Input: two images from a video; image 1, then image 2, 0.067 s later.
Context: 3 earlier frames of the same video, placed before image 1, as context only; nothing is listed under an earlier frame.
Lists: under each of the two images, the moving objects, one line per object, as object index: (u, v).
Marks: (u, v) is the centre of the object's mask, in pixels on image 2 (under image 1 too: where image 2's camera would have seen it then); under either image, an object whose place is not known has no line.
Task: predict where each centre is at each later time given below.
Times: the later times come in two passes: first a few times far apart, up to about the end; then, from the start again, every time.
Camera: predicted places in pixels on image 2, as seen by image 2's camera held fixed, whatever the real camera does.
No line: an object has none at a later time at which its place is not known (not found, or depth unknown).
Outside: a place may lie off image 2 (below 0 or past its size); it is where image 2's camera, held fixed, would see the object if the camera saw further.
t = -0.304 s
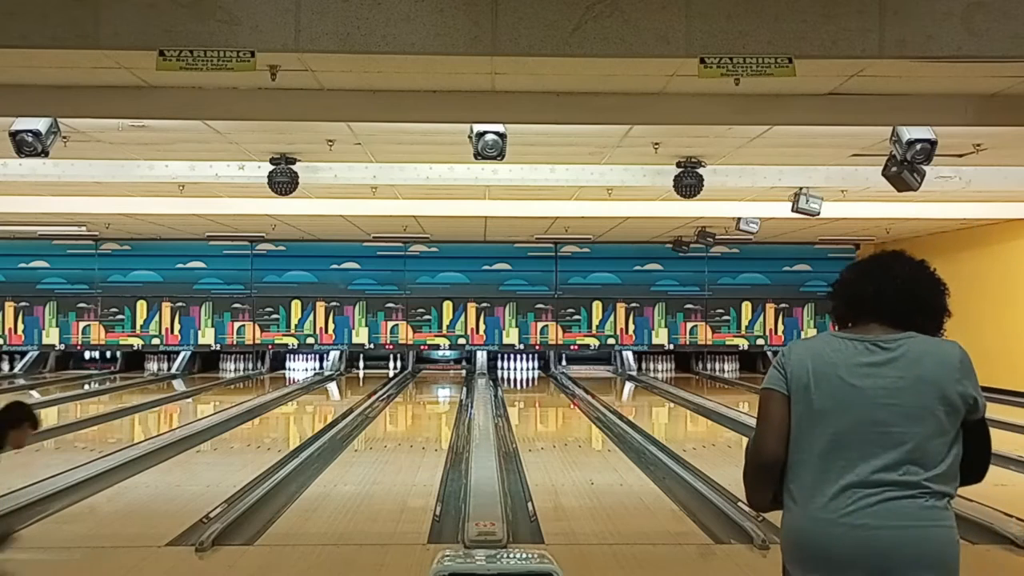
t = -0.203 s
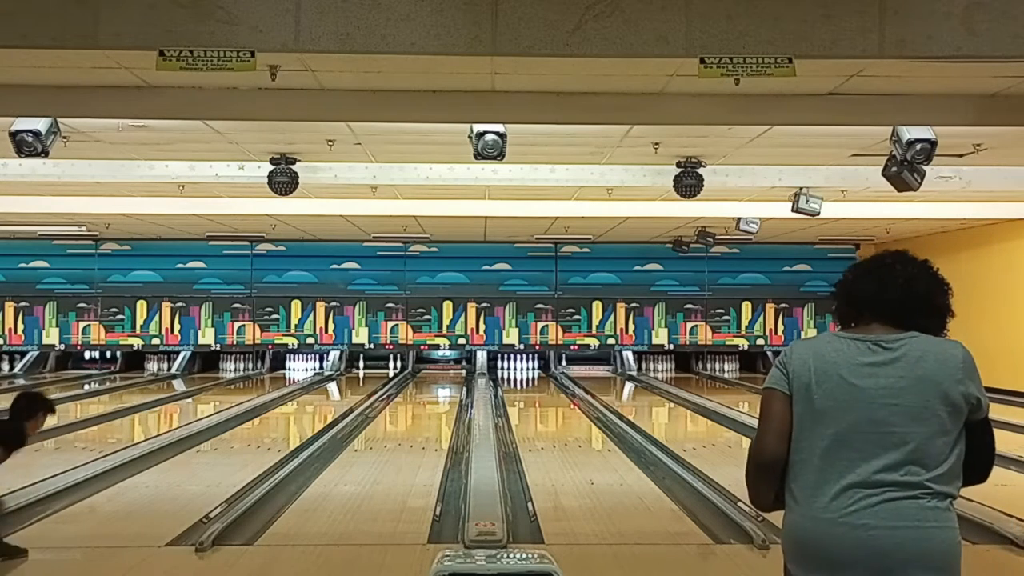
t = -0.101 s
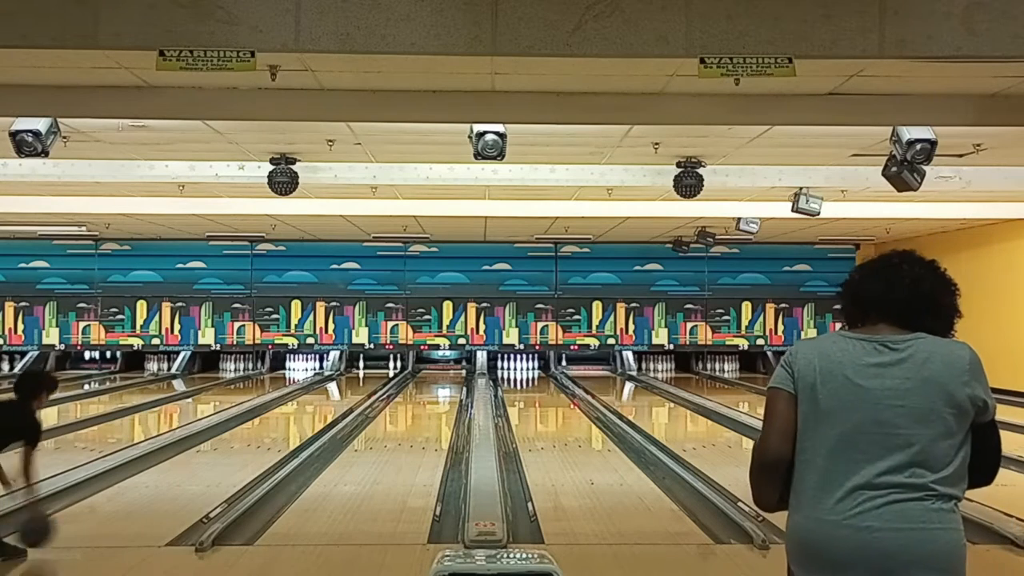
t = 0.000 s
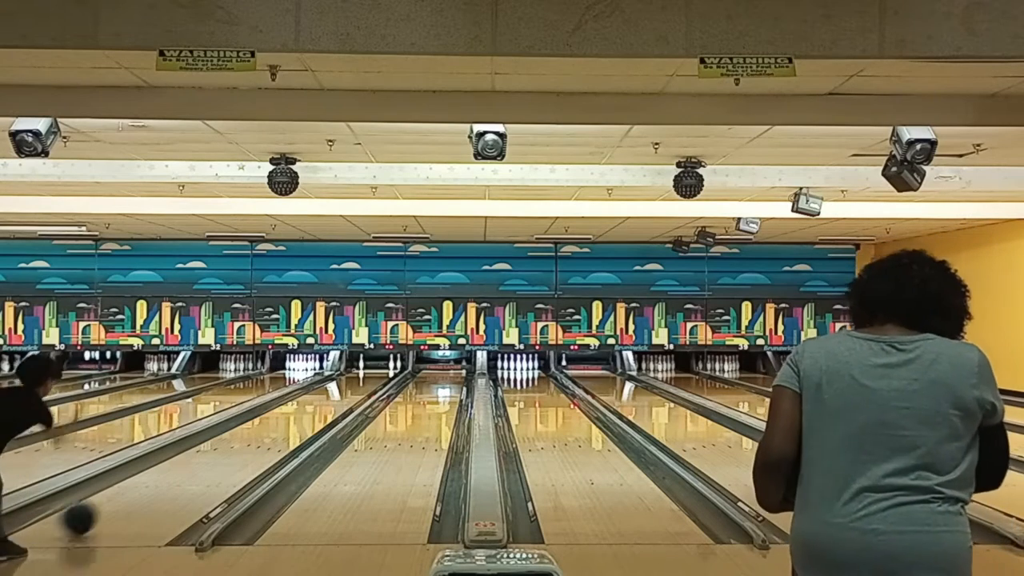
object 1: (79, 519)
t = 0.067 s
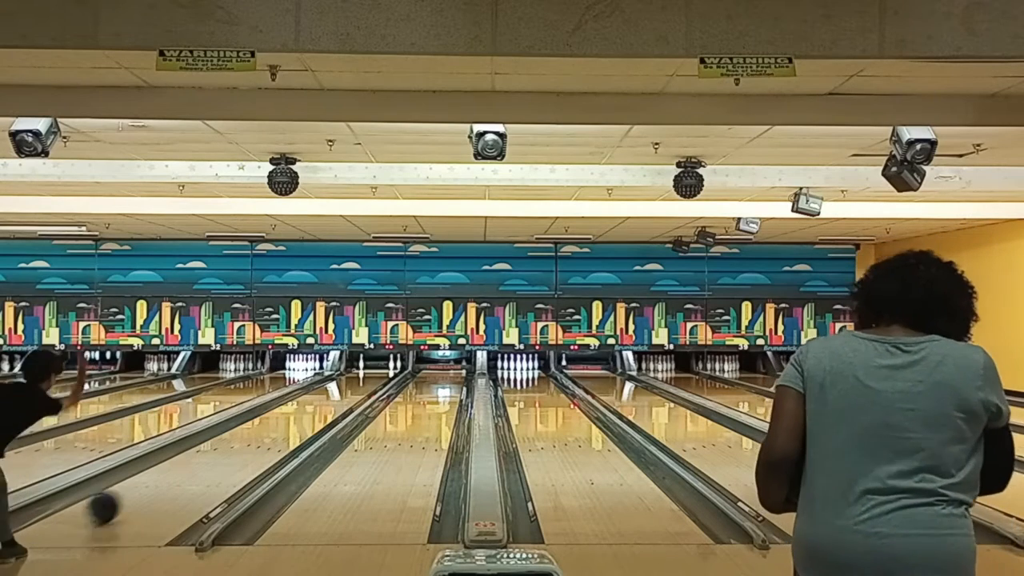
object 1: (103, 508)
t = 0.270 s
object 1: (163, 478)
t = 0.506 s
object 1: (213, 455)
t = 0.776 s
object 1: (254, 435)
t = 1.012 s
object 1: (281, 420)
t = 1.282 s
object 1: (305, 409)
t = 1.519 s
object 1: (321, 401)
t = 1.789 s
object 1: (337, 392)
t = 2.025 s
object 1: (348, 386)
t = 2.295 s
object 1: (358, 381)
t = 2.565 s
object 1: (366, 377)
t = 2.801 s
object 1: (371, 373)
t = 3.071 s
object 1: (376, 369)
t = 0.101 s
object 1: (115, 502)
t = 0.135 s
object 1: (126, 497)
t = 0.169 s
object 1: (136, 492)
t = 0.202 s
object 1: (146, 487)
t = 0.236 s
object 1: (155, 483)
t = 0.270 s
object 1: (163, 478)
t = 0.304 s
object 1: (171, 474)
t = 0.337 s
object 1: (179, 471)
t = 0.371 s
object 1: (187, 467)
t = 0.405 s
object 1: (194, 464)
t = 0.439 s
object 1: (200, 461)
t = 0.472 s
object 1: (207, 458)
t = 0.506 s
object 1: (213, 455)
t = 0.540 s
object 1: (219, 452)
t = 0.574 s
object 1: (224, 449)
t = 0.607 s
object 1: (230, 446)
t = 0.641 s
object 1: (235, 444)
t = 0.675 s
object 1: (240, 441)
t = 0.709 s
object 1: (244, 439)
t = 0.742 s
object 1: (249, 437)
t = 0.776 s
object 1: (254, 435)
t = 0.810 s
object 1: (258, 432)
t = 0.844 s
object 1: (262, 430)
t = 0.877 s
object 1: (266, 428)
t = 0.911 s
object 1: (270, 426)
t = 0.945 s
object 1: (273, 425)
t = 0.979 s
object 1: (277, 423)
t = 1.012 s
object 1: (281, 420)
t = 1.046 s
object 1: (283, 419)
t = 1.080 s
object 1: (287, 418)
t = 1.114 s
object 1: (290, 416)
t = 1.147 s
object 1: (294, 415)
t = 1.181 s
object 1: (296, 413)
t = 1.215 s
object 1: (299, 412)
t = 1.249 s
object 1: (302, 410)
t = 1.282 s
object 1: (305, 409)
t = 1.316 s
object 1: (307, 407)
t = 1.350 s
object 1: (310, 406)
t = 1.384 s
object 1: (313, 405)
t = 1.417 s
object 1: (315, 404)
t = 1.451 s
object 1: (317, 403)
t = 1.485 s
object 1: (319, 402)
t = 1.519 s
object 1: (321, 401)
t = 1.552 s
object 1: (324, 399)
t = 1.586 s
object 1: (326, 398)
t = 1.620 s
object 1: (328, 397)
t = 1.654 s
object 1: (329, 396)
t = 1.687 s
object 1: (332, 395)
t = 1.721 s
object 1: (333, 395)
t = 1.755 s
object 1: (335, 393)
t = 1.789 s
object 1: (337, 392)
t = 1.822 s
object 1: (339, 391)
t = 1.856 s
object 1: (341, 390)
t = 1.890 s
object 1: (342, 390)
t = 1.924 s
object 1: (344, 389)
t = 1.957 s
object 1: (345, 389)
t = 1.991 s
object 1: (347, 387)
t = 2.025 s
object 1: (348, 386)
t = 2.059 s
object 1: (349, 386)
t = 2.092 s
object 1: (351, 385)
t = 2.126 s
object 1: (351, 385)
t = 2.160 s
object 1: (353, 384)
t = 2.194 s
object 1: (354, 383)
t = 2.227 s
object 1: (355, 382)
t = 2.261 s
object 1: (357, 381)
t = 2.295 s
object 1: (358, 381)
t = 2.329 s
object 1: (359, 380)
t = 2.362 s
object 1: (360, 380)
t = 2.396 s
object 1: (361, 380)
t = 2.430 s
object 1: (363, 379)
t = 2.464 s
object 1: (364, 379)
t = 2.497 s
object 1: (365, 378)
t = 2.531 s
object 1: (366, 377)
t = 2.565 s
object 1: (366, 377)
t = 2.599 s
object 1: (367, 376)
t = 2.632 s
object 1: (368, 376)
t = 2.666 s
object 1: (369, 375)
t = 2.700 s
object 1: (369, 374)
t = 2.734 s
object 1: (370, 374)
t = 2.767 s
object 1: (370, 373)
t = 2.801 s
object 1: (371, 373)
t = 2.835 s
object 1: (370, 373)
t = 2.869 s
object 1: (372, 372)
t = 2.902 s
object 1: (373, 372)
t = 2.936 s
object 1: (374, 371)
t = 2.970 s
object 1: (374, 371)
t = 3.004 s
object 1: (375, 371)
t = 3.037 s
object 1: (375, 370)
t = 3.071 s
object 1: (376, 369)
